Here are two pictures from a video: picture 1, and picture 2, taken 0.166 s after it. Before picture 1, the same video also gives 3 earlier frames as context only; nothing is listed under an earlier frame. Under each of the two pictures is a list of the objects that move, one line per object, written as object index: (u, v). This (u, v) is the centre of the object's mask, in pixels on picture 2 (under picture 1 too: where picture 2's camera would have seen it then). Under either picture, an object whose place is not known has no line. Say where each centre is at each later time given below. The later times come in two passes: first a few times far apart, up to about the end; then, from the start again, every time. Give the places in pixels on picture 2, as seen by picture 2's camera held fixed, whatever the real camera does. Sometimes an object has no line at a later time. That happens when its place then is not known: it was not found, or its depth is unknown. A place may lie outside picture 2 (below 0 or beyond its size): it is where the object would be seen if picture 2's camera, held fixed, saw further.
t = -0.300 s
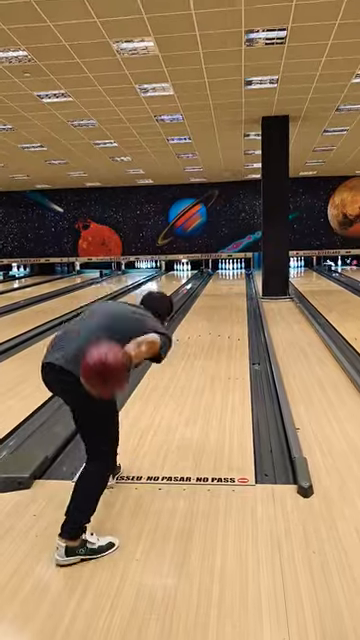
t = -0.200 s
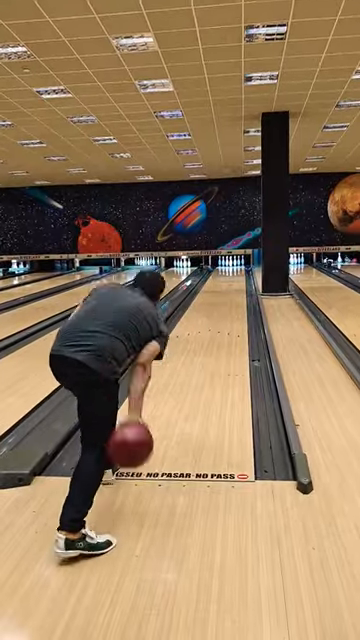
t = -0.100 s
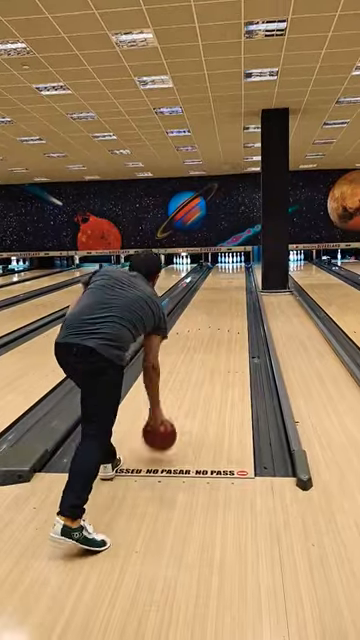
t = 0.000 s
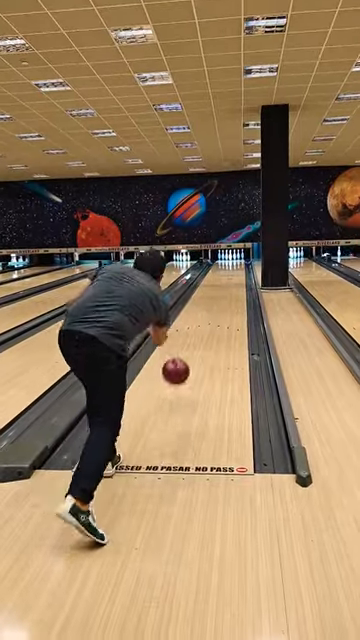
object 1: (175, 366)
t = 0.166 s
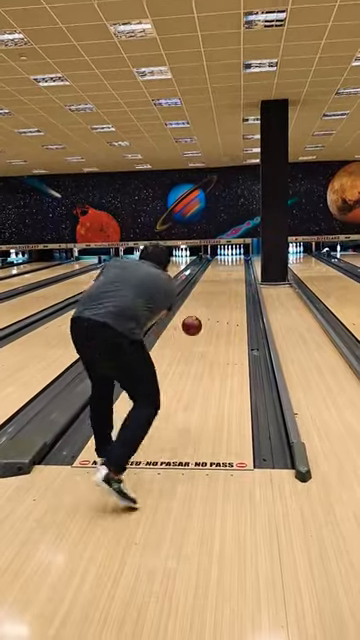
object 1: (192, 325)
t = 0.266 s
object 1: (198, 320)
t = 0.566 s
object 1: (214, 296)
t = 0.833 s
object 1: (216, 281)
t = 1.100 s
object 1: (220, 270)
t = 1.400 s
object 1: (223, 262)
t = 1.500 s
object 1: (224, 261)
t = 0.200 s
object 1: (194, 323)
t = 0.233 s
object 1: (196, 321)
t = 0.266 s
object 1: (198, 320)
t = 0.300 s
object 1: (200, 321)
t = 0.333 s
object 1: (202, 316)
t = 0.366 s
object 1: (203, 311)
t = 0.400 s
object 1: (205, 307)
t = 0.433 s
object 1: (208, 305)
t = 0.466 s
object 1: (210, 303)
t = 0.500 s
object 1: (211, 301)
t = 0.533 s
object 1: (213, 299)
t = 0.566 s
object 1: (214, 296)
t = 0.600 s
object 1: (214, 294)
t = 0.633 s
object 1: (215, 291)
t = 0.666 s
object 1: (215, 289)
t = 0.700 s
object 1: (216, 288)
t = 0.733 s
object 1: (215, 286)
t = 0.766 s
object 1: (216, 284)
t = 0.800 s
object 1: (216, 282)
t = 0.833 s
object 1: (216, 281)
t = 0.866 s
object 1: (216, 278)
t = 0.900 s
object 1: (217, 277)
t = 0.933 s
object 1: (217, 276)
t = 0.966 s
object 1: (218, 275)
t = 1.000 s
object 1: (218, 274)
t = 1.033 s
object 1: (219, 272)
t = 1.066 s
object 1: (219, 271)
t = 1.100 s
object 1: (220, 270)
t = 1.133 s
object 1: (220, 270)
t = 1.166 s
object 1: (220, 269)
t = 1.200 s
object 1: (221, 268)
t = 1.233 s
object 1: (222, 266)
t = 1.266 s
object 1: (222, 265)
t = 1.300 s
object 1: (222, 265)
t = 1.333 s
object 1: (223, 264)
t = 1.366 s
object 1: (223, 263)
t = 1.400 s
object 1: (223, 262)
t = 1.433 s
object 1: (223, 262)
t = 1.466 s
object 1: (224, 261)
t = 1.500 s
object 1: (224, 261)
